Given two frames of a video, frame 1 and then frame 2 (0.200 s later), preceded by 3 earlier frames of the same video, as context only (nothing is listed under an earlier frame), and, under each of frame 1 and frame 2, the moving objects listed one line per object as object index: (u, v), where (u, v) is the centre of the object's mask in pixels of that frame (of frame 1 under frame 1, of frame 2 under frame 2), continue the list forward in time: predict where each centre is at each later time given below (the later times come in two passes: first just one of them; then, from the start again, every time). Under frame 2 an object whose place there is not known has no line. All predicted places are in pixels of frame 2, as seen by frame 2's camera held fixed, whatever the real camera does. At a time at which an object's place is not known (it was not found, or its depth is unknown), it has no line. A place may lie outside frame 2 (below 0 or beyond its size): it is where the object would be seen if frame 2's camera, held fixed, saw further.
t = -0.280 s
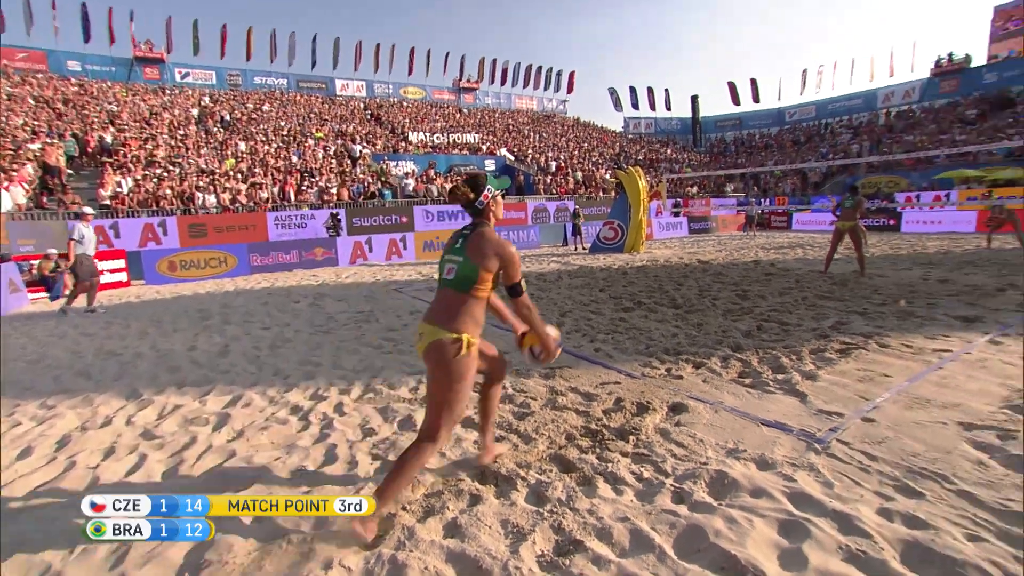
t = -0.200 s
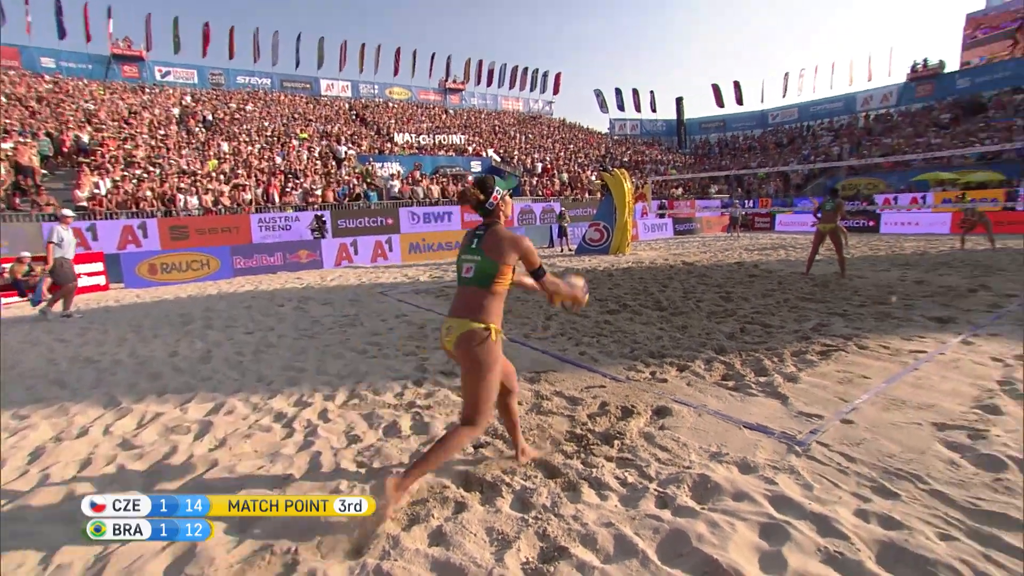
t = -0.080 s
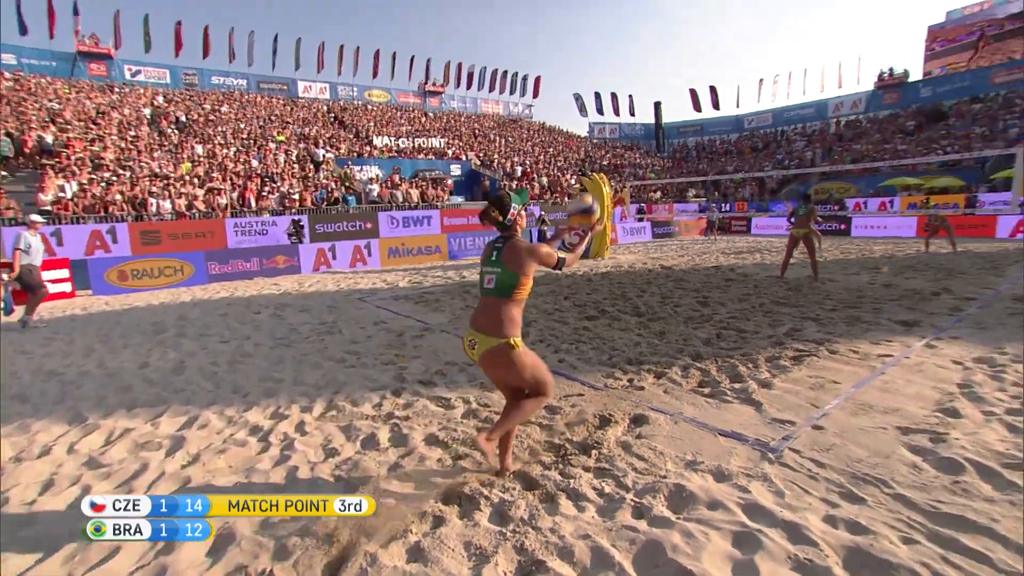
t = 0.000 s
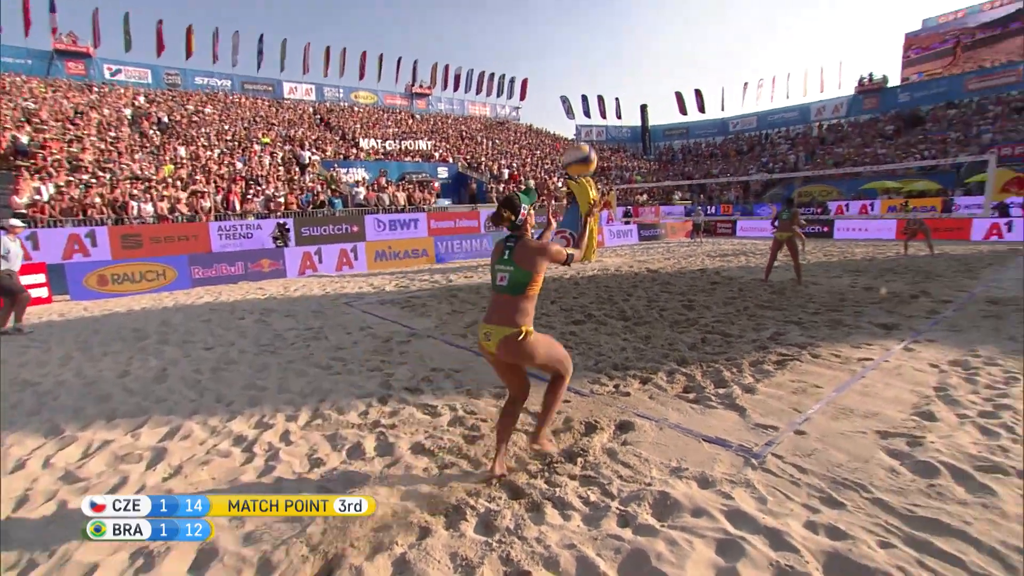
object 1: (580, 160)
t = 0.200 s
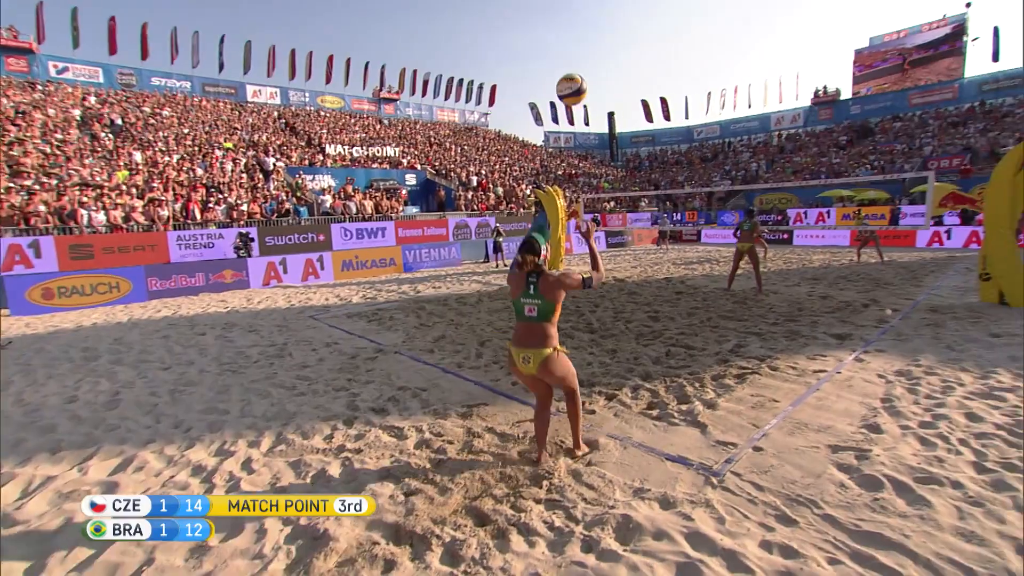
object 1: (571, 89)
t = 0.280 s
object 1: (581, 76)
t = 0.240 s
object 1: (576, 81)
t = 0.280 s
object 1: (581, 76)
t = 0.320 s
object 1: (585, 73)
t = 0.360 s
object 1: (589, 72)
